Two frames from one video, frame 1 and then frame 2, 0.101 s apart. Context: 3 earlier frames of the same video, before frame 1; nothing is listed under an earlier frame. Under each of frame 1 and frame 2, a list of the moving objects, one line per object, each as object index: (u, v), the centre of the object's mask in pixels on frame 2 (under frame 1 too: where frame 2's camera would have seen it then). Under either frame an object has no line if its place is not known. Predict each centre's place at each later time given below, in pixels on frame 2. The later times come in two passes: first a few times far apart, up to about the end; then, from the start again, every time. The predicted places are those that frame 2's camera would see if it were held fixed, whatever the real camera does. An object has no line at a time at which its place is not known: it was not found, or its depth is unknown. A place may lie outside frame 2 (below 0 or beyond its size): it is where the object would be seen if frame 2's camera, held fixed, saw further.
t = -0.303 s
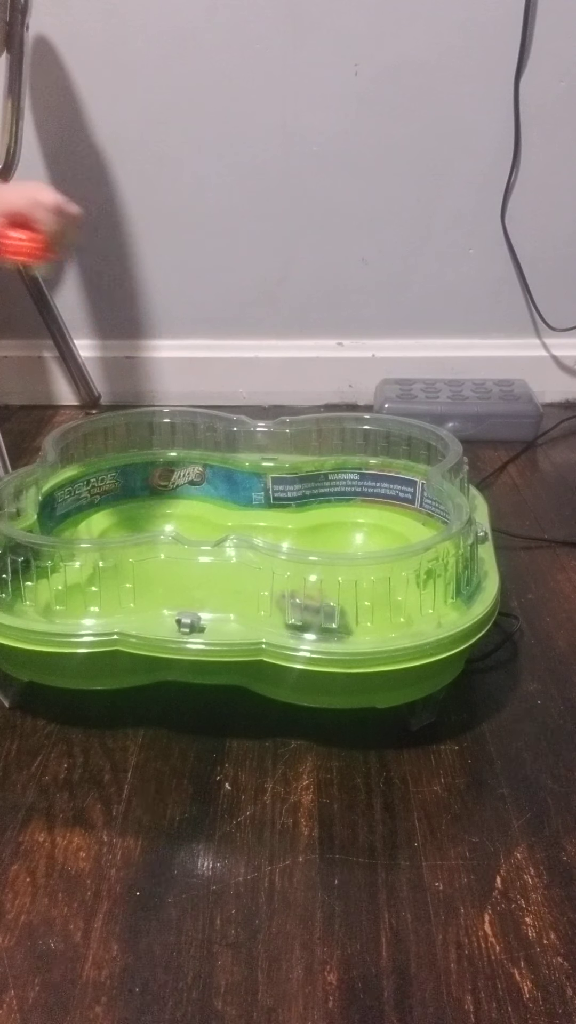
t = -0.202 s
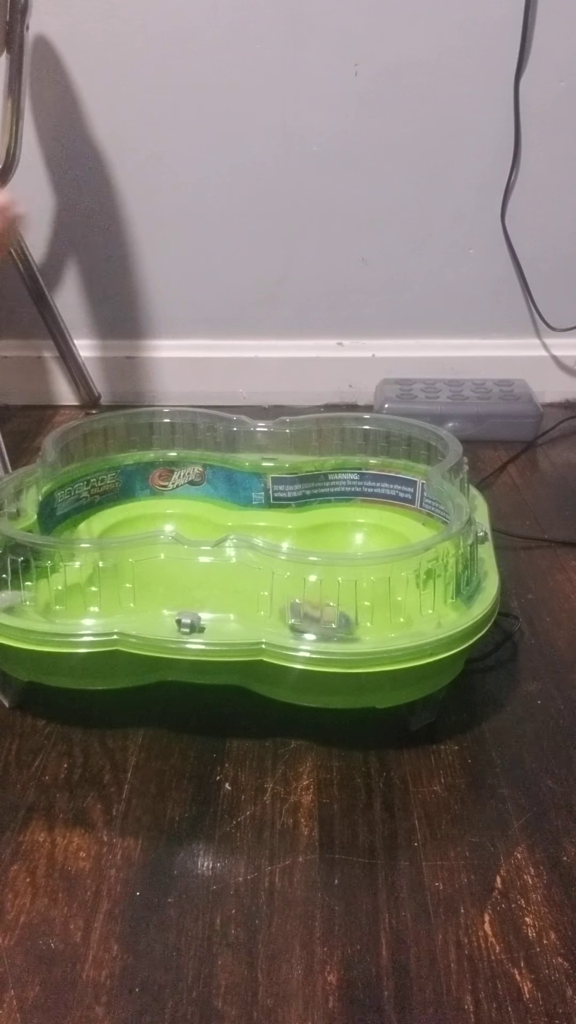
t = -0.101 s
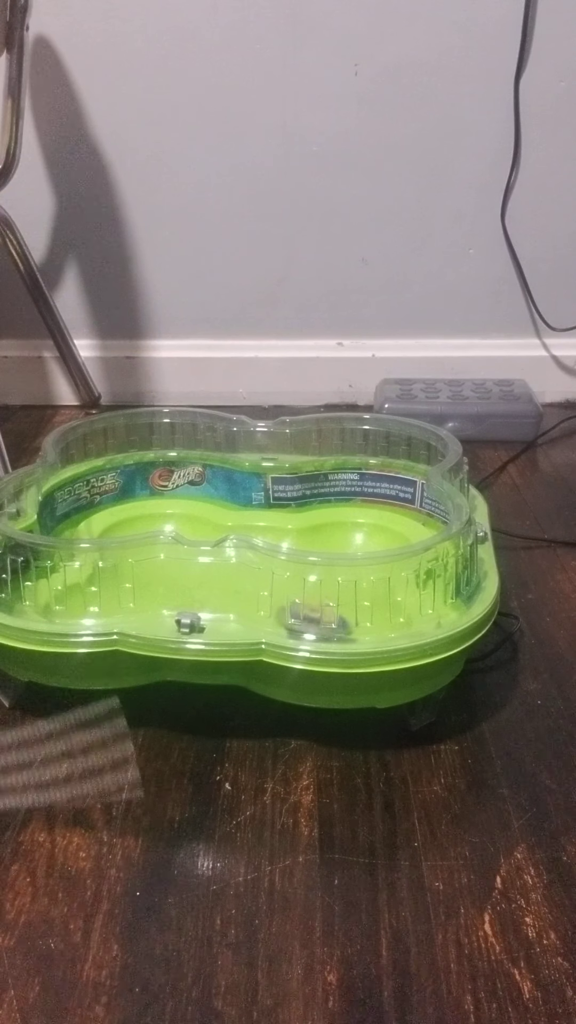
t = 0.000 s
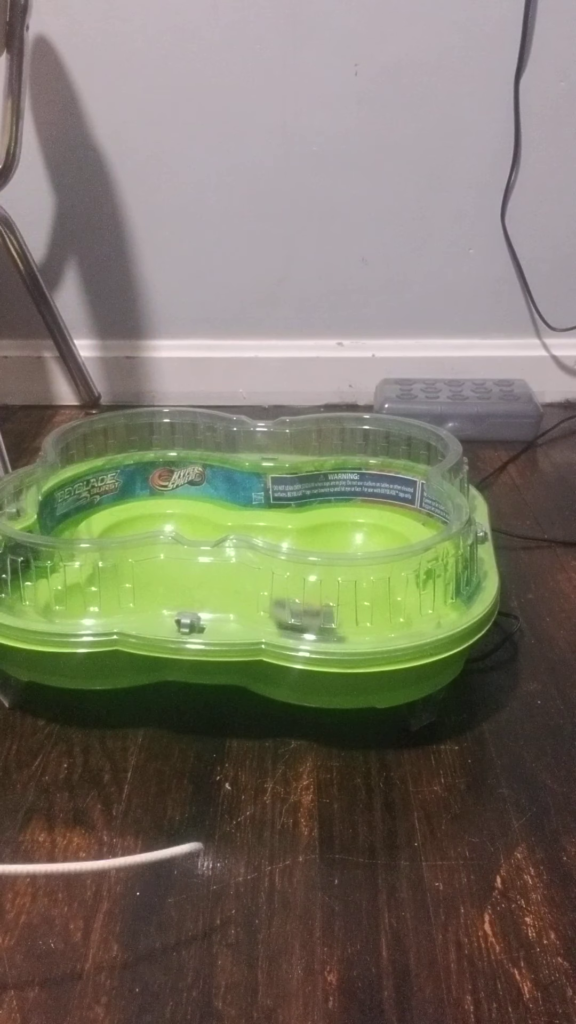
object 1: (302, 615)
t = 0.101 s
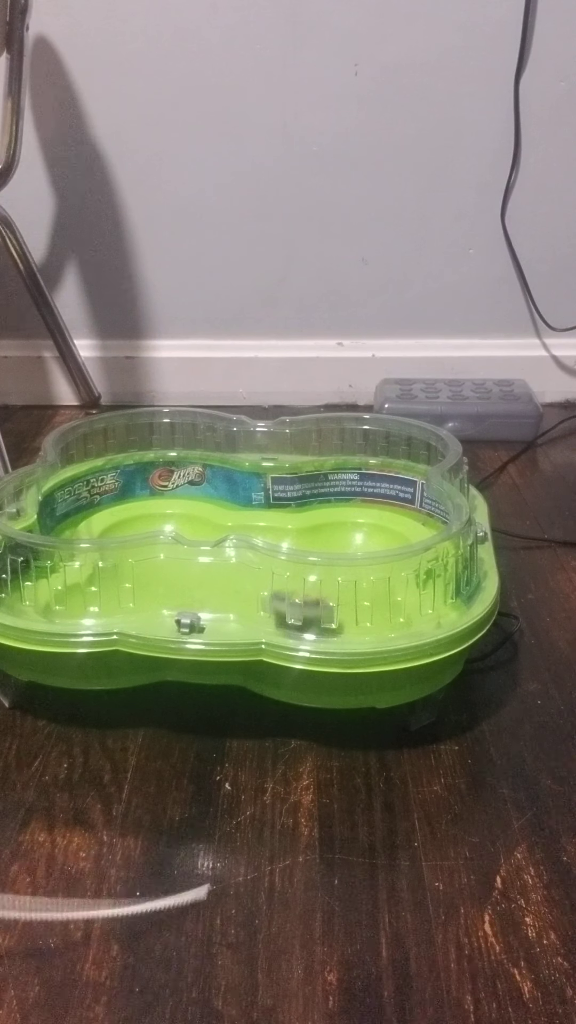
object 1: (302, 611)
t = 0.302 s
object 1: (325, 610)
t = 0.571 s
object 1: (332, 627)
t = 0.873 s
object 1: (266, 548)
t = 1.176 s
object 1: (333, 574)
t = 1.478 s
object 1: (267, 610)
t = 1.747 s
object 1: (202, 539)
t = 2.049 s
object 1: (222, 581)
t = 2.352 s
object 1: (203, 579)
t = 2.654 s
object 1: (240, 584)
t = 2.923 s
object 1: (192, 598)
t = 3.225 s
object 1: (262, 575)
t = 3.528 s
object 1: (279, 608)
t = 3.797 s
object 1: (212, 575)
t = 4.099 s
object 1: (325, 568)
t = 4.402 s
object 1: (231, 601)
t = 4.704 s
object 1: (172, 548)
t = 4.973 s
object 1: (234, 565)
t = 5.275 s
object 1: (175, 601)
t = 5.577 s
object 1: (175, 588)
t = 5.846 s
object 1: (239, 597)
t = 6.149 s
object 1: (255, 597)
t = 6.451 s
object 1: (272, 589)
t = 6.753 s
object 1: (225, 576)
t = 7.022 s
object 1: (238, 567)
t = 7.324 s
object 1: (200, 592)
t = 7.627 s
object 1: (167, 596)
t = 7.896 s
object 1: (180, 594)
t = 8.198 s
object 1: (243, 587)
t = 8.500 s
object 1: (290, 601)
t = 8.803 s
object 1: (244, 592)
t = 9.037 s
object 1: (252, 568)
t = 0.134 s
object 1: (305, 608)
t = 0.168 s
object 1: (307, 607)
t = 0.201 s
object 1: (309, 606)
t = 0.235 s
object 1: (317, 607)
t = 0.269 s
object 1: (324, 609)
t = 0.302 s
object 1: (325, 610)
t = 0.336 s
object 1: (327, 614)
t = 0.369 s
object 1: (331, 616)
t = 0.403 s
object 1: (336, 620)
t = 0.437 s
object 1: (345, 622)
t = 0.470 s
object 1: (352, 624)
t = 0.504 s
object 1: (353, 624)
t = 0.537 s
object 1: (346, 625)
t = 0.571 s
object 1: (332, 627)
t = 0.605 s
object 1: (321, 625)
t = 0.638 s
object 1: (303, 621)
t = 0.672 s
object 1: (292, 614)
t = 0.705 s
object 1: (287, 606)
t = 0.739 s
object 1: (274, 590)
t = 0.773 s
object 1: (269, 579)
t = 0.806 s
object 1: (266, 569)
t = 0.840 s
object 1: (267, 559)
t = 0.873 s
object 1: (266, 548)
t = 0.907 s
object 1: (272, 543)
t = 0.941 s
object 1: (281, 537)
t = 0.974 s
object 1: (287, 540)
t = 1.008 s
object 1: (293, 544)
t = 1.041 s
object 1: (304, 556)
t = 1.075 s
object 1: (320, 562)
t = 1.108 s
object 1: (330, 566)
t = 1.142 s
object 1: (333, 572)
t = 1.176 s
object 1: (333, 574)
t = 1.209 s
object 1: (332, 577)
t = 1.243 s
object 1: (327, 585)
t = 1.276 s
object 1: (324, 602)
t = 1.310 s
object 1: (321, 605)
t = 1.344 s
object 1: (308, 612)
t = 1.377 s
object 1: (301, 616)
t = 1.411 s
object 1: (289, 614)
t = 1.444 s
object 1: (274, 612)
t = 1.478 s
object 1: (267, 610)
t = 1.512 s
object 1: (246, 605)
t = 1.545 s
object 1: (228, 601)
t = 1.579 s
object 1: (209, 594)
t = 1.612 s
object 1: (198, 580)
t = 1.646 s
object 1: (191, 572)
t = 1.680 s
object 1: (191, 559)
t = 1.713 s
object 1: (195, 546)
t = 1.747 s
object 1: (202, 539)
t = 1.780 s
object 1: (203, 530)
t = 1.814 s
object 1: (204, 529)
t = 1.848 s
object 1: (206, 530)
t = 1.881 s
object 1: (206, 541)
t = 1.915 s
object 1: (208, 553)
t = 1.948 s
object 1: (210, 570)
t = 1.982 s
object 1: (215, 573)
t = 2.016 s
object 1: (219, 577)
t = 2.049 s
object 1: (222, 581)
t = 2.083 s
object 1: (223, 585)
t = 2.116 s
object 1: (221, 589)
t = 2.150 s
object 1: (219, 590)
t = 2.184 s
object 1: (213, 590)
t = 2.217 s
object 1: (208, 590)
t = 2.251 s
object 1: (203, 589)
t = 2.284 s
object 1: (200, 583)
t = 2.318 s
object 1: (200, 581)
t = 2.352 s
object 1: (203, 579)
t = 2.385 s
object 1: (206, 578)
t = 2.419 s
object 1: (209, 577)
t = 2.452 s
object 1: (210, 576)
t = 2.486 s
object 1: (214, 576)
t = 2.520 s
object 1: (219, 576)
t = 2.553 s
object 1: (224, 577)
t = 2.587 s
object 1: (232, 579)
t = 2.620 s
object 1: (236, 581)
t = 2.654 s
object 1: (240, 584)
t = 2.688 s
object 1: (242, 589)
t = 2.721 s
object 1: (241, 594)
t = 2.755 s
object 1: (242, 598)
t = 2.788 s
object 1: (235, 599)
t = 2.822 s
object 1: (224, 600)
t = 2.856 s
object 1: (211, 600)
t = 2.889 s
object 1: (200, 599)
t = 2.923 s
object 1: (192, 598)
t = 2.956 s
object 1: (188, 596)
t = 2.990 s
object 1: (188, 593)
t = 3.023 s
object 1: (191, 591)
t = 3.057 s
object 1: (199, 587)
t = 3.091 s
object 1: (210, 580)
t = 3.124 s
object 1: (222, 576)
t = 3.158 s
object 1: (231, 575)
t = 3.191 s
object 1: (237, 576)
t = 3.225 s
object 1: (262, 575)
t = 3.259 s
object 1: (275, 578)
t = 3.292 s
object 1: (286, 580)
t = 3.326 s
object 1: (288, 583)
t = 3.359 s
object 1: (289, 588)
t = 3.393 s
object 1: (293, 597)
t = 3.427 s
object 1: (293, 601)
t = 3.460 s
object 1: (292, 604)
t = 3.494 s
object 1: (290, 607)
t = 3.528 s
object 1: (279, 608)
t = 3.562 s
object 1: (269, 608)
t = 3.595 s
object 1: (257, 607)
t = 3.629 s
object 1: (239, 603)
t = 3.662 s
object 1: (226, 599)
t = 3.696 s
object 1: (215, 595)
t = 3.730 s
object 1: (209, 591)
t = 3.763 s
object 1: (209, 579)
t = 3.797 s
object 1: (212, 575)
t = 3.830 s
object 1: (217, 570)
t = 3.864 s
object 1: (231, 562)
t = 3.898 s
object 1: (239, 559)
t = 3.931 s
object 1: (260, 559)
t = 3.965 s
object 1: (277, 555)
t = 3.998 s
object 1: (296, 561)
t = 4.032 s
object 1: (311, 562)
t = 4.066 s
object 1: (320, 564)
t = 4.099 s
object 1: (325, 568)
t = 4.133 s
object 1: (324, 573)
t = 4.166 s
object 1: (317, 573)
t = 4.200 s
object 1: (307, 581)
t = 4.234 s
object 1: (297, 589)
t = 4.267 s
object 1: (291, 599)
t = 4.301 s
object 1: (277, 601)
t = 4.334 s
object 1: (267, 603)
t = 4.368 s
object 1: (246, 602)
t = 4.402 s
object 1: (231, 601)
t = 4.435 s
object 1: (206, 598)
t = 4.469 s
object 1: (190, 596)
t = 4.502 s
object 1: (178, 591)
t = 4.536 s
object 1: (172, 584)
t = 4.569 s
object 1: (167, 575)
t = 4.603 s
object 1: (171, 570)
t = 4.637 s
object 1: (171, 563)
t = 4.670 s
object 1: (170, 557)
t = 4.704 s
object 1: (172, 548)
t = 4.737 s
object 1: (175, 543)
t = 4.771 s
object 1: (182, 541)
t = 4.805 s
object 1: (188, 541)
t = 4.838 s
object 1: (196, 543)
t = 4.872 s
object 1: (204, 545)
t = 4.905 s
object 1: (215, 557)
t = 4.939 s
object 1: (227, 561)
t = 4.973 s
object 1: (234, 565)
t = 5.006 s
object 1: (239, 573)
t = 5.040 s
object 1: (240, 579)
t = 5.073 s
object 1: (239, 585)
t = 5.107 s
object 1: (234, 591)
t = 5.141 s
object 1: (229, 595)
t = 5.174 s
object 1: (220, 597)
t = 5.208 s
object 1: (203, 600)
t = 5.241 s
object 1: (192, 600)
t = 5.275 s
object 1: (175, 601)
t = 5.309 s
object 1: (162, 601)
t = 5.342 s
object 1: (145, 601)
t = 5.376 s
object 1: (133, 602)
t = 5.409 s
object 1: (130, 601)
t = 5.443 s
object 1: (129, 598)
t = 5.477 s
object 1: (132, 596)
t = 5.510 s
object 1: (147, 589)
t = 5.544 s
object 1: (160, 589)
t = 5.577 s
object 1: (175, 588)
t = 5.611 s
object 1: (190, 589)
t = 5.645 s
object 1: (202, 590)
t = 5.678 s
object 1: (213, 590)
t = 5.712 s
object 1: (222, 591)
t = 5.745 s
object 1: (230, 593)
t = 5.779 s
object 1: (233, 594)
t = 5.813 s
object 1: (237, 595)
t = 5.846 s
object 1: (239, 597)
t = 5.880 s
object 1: (248, 599)
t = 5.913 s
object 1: (250, 601)
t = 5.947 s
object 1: (251, 601)
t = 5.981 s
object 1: (251, 601)
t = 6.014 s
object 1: (251, 601)
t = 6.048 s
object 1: (251, 600)
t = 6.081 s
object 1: (252, 599)
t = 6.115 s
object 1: (254, 599)
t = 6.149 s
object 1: (255, 597)
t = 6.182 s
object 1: (258, 596)
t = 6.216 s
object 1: (260, 595)
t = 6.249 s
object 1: (262, 594)
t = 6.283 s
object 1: (266, 591)
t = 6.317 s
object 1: (268, 591)
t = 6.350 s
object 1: (271, 590)
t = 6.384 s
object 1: (272, 589)
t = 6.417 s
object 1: (272, 589)
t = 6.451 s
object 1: (272, 589)
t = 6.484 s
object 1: (272, 589)
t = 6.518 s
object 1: (269, 590)
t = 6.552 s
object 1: (265, 591)
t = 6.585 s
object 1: (260, 591)
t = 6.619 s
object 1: (254, 592)
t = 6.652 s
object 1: (239, 588)
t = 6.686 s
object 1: (233, 584)
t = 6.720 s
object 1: (227, 580)
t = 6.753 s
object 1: (225, 576)
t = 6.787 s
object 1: (223, 574)
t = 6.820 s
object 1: (222, 571)
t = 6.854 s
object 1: (223, 570)
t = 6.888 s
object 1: (226, 568)
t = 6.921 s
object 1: (231, 563)
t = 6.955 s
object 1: (233, 563)
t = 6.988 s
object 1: (236, 565)
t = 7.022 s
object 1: (238, 567)
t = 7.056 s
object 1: (240, 570)
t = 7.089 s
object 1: (238, 576)
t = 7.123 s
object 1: (238, 579)
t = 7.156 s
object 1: (235, 581)
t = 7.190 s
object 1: (231, 584)
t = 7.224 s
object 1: (223, 589)
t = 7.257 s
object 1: (214, 590)
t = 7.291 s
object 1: (207, 591)
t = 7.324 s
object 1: (200, 592)
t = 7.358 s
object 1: (195, 593)
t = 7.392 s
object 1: (189, 593)
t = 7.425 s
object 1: (185, 593)
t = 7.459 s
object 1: (181, 594)
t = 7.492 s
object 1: (177, 595)
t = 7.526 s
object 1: (173, 595)
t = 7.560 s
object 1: (171, 595)
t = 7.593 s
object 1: (169, 595)
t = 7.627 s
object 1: (167, 596)
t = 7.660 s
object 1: (166, 596)
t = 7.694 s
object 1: (166, 596)
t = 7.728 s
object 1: (166, 596)
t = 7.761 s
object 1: (168, 596)
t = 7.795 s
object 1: (169, 595)
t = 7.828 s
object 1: (171, 595)
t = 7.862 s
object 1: (176, 595)
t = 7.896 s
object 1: (180, 594)
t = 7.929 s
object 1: (186, 593)
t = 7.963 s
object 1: (193, 593)
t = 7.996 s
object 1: (200, 593)
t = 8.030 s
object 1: (207, 592)
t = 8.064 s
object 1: (215, 592)
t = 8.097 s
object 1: (223, 589)
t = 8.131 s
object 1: (231, 590)
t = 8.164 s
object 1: (238, 588)
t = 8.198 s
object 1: (243, 587)
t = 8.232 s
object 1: (258, 590)
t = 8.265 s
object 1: (264, 593)
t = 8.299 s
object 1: (268, 594)
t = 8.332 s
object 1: (273, 595)
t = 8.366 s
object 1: (284, 597)
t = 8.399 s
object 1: (287, 598)
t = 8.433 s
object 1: (289, 598)
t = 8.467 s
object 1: (290, 600)
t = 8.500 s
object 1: (290, 601)
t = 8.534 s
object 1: (288, 601)
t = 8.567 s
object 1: (283, 602)
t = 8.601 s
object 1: (274, 602)
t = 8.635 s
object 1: (270, 602)
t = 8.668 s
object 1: (267, 601)
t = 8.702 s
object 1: (259, 597)
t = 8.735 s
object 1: (256, 596)
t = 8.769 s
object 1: (245, 595)
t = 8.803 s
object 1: (244, 592)
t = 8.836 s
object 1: (237, 586)
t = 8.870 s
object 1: (236, 582)
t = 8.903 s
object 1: (236, 578)
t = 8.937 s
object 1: (239, 574)
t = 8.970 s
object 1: (244, 572)
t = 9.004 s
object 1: (248, 570)
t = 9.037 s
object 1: (252, 568)
